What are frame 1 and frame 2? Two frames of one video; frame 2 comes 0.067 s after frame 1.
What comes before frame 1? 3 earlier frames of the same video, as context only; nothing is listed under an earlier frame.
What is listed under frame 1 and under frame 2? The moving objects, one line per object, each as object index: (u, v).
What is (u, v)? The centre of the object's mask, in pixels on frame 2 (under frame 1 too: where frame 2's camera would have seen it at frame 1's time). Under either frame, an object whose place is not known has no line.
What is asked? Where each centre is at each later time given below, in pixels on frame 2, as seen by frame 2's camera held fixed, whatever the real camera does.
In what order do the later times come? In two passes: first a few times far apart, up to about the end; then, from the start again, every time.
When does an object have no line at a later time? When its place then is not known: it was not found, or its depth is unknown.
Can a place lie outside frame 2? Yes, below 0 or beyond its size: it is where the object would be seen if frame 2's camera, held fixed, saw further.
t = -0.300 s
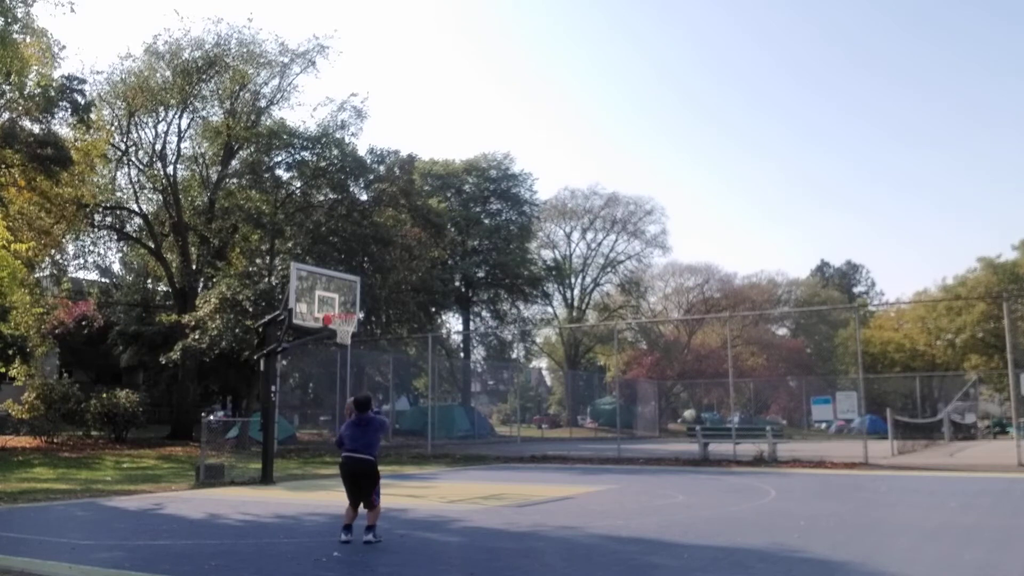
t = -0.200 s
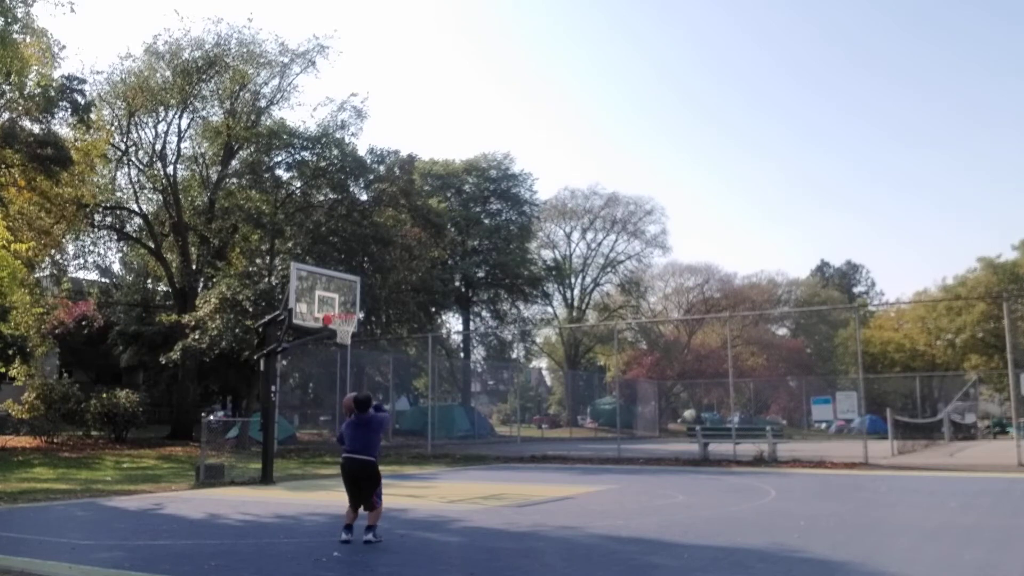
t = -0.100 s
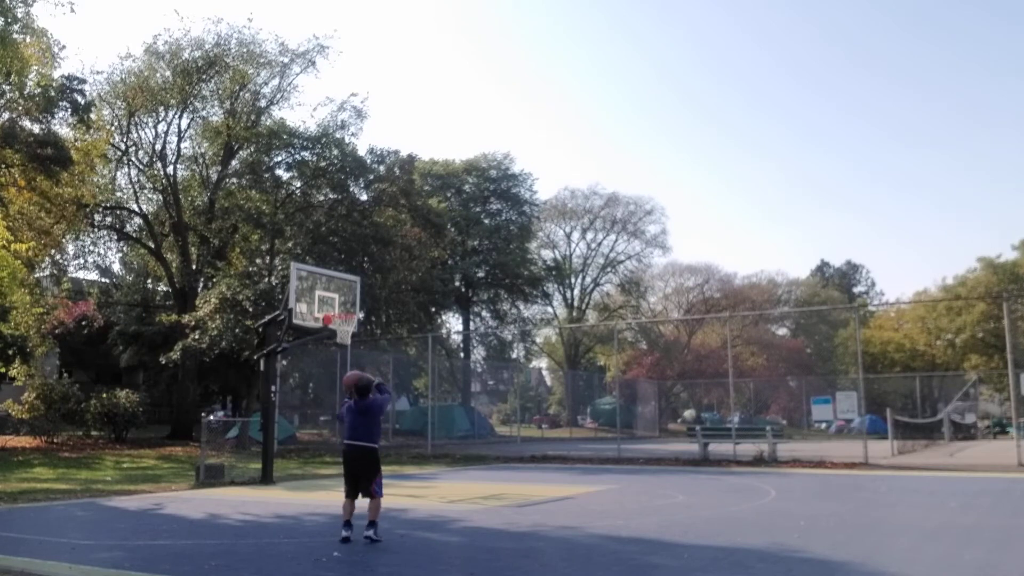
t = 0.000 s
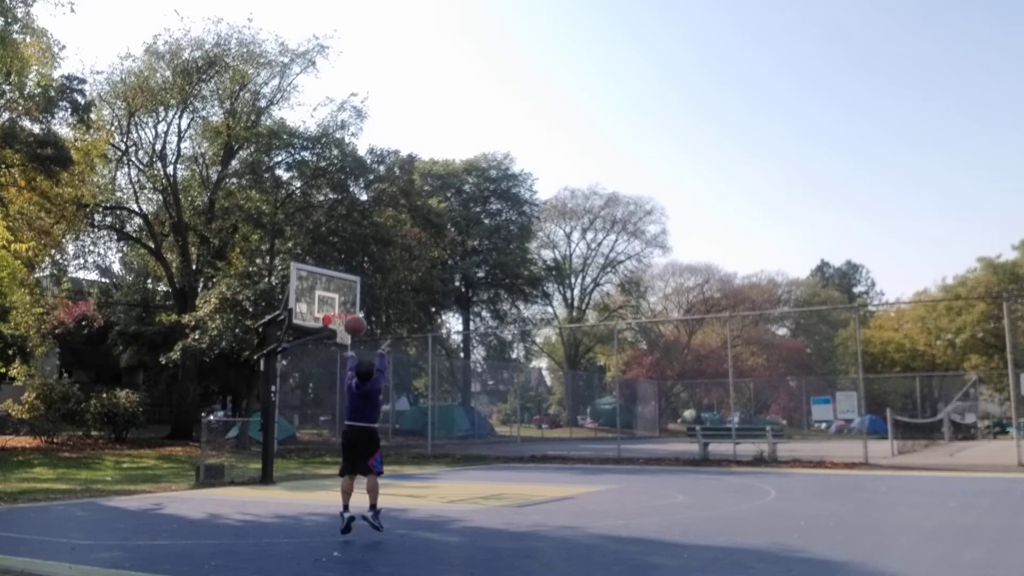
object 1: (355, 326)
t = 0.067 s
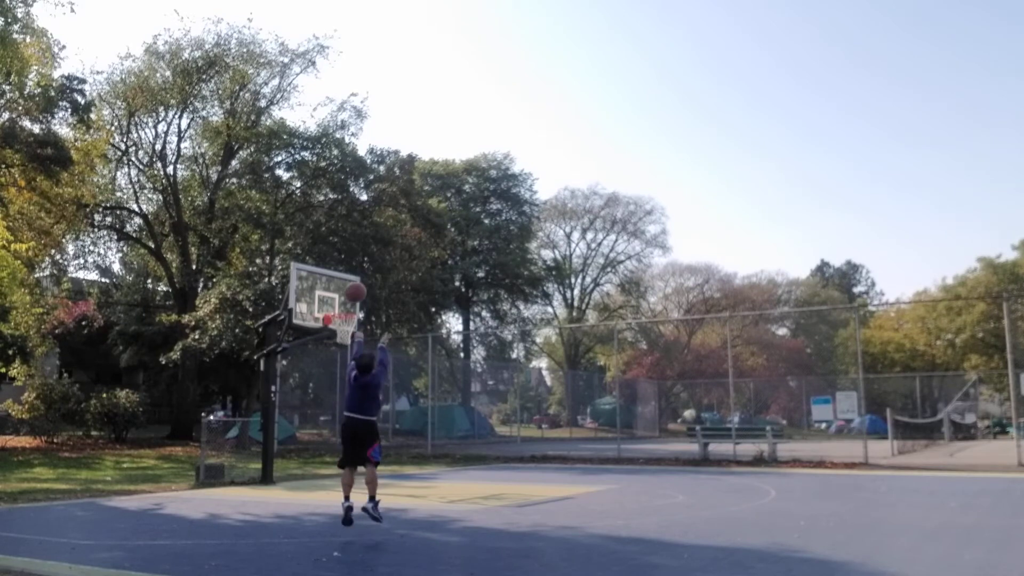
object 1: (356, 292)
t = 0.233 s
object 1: (355, 234)
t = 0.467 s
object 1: (354, 202)
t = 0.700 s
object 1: (355, 205)
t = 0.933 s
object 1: (356, 241)
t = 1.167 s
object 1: (356, 302)
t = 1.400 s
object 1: (384, 298)
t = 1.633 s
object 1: (415, 311)
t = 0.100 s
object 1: (355, 277)
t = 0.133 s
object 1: (355, 264)
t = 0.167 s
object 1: (355, 253)
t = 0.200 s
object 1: (355, 243)
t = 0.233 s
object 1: (355, 234)
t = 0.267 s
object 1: (355, 226)
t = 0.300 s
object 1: (355, 219)
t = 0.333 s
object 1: (355, 215)
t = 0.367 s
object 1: (355, 209)
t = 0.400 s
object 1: (354, 205)
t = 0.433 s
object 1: (354, 203)
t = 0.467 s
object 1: (354, 202)
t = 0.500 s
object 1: (354, 201)
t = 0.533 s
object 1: (354, 201)
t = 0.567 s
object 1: (355, 200)
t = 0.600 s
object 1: (355, 201)
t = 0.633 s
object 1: (355, 201)
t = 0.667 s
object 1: (355, 203)
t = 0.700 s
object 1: (355, 205)
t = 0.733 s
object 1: (356, 209)
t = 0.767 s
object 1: (356, 213)
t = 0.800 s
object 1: (356, 219)
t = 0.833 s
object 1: (356, 223)
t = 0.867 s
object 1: (356, 229)
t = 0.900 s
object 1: (356, 235)
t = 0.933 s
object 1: (356, 241)
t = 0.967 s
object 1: (356, 248)
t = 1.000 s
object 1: (356, 256)
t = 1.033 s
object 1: (356, 265)
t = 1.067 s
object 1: (356, 273)
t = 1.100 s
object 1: (356, 282)
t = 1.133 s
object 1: (356, 292)
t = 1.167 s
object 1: (356, 302)
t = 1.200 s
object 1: (356, 310)
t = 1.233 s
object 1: (361, 307)
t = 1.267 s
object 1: (366, 304)
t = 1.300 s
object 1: (370, 302)
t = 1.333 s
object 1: (374, 300)
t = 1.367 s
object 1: (379, 299)
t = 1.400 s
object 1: (384, 298)
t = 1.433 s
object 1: (388, 298)
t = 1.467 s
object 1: (393, 299)
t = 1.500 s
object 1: (397, 300)
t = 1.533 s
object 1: (402, 302)
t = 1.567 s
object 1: (406, 304)
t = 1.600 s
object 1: (411, 307)
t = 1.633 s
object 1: (415, 311)
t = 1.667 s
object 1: (419, 315)
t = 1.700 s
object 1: (423, 319)
